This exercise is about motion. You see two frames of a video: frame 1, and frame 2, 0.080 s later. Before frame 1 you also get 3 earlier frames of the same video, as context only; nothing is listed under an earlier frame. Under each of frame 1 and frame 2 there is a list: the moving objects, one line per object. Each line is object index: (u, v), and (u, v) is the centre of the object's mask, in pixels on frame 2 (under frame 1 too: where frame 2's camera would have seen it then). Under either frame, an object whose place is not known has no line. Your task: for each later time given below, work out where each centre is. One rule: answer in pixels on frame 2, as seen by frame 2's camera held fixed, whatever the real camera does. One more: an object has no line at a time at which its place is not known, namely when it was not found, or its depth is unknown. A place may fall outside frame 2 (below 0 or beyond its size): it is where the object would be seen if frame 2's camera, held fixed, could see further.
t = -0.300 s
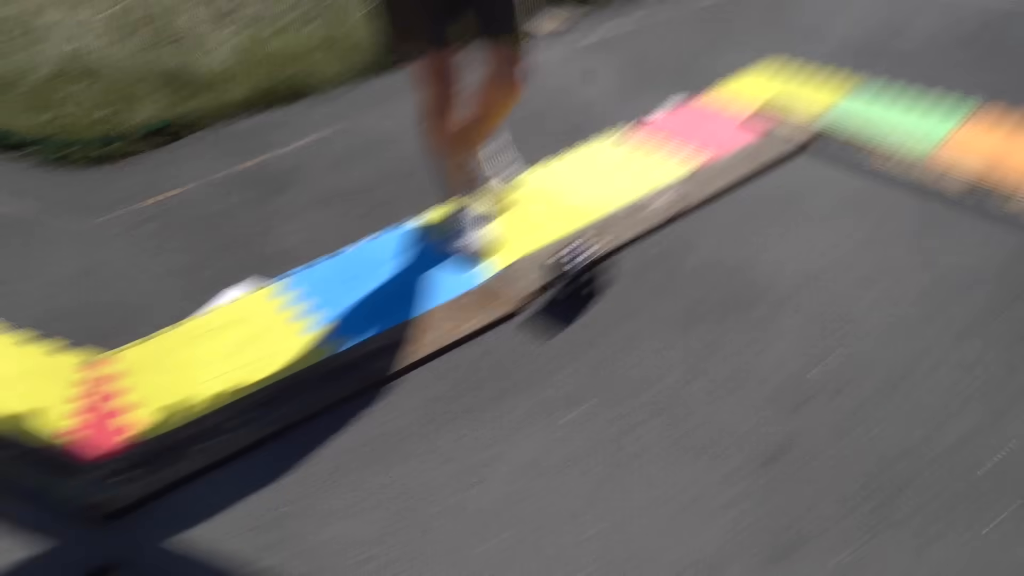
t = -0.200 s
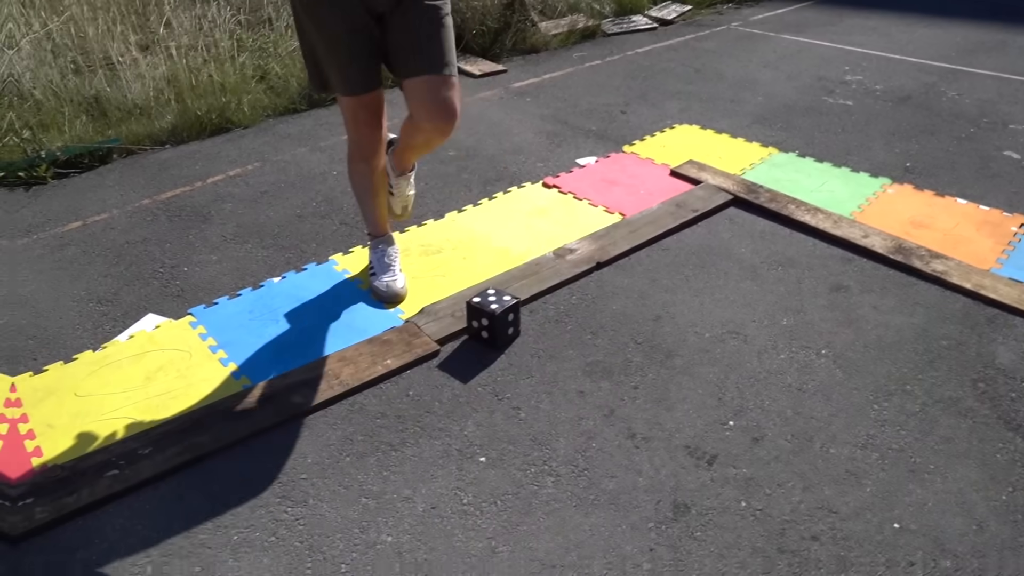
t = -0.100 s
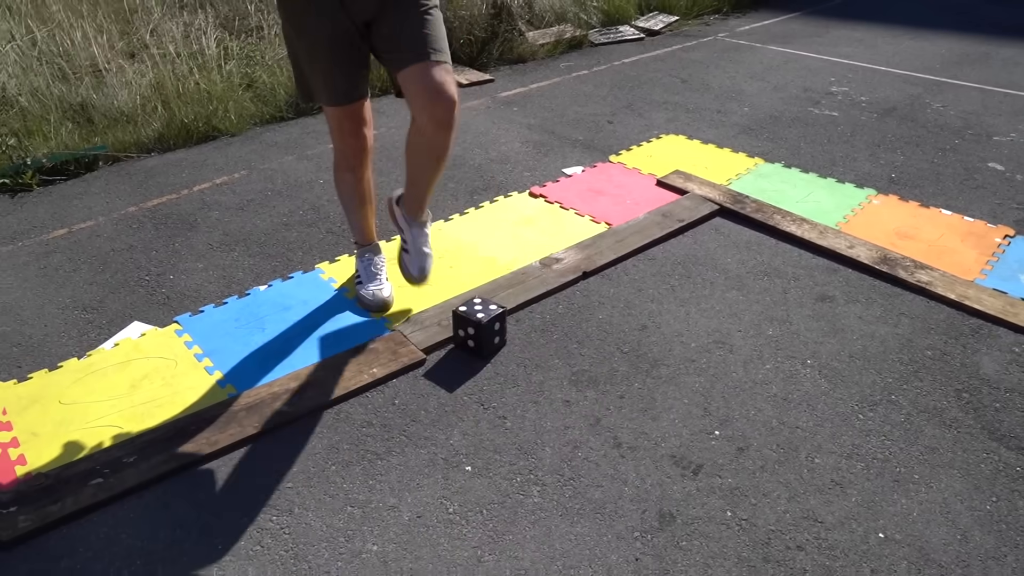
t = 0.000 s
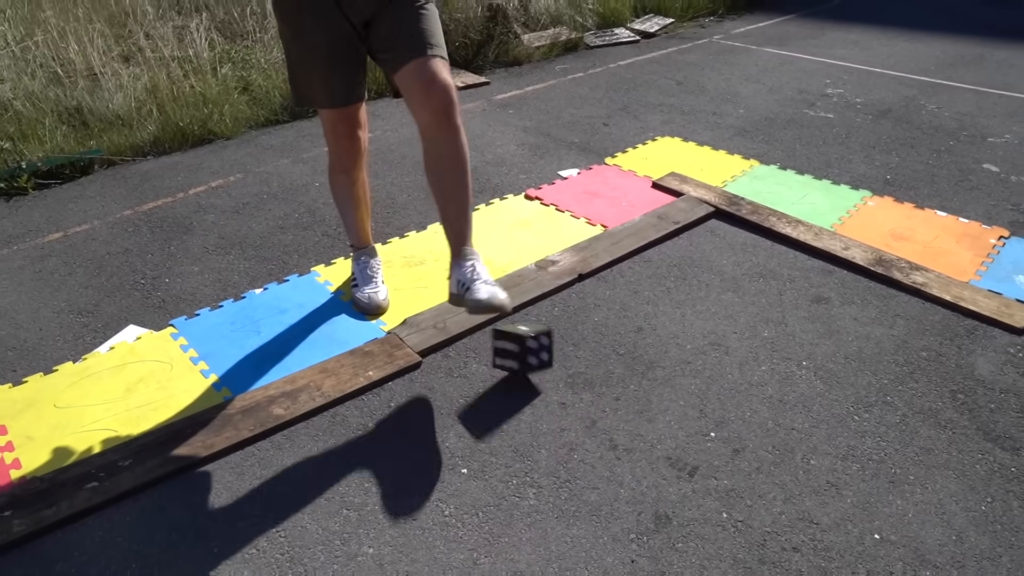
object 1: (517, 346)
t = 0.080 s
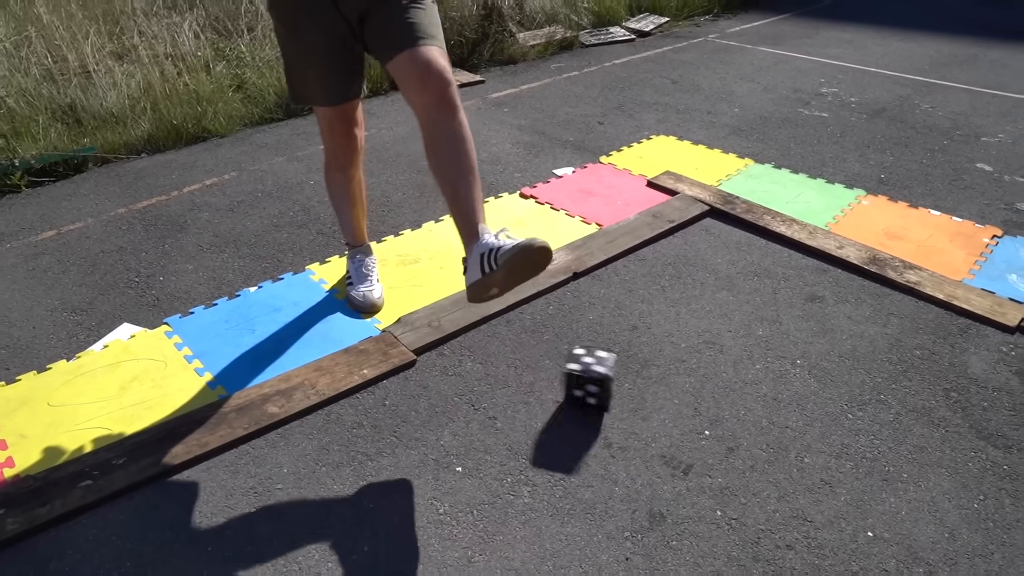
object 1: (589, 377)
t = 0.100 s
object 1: (608, 383)
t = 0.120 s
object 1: (627, 388)
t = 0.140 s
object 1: (645, 394)
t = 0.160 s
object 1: (666, 401)
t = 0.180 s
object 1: (687, 403)
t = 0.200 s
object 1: (707, 405)
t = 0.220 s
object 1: (728, 410)
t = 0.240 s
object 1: (748, 415)
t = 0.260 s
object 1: (769, 421)
